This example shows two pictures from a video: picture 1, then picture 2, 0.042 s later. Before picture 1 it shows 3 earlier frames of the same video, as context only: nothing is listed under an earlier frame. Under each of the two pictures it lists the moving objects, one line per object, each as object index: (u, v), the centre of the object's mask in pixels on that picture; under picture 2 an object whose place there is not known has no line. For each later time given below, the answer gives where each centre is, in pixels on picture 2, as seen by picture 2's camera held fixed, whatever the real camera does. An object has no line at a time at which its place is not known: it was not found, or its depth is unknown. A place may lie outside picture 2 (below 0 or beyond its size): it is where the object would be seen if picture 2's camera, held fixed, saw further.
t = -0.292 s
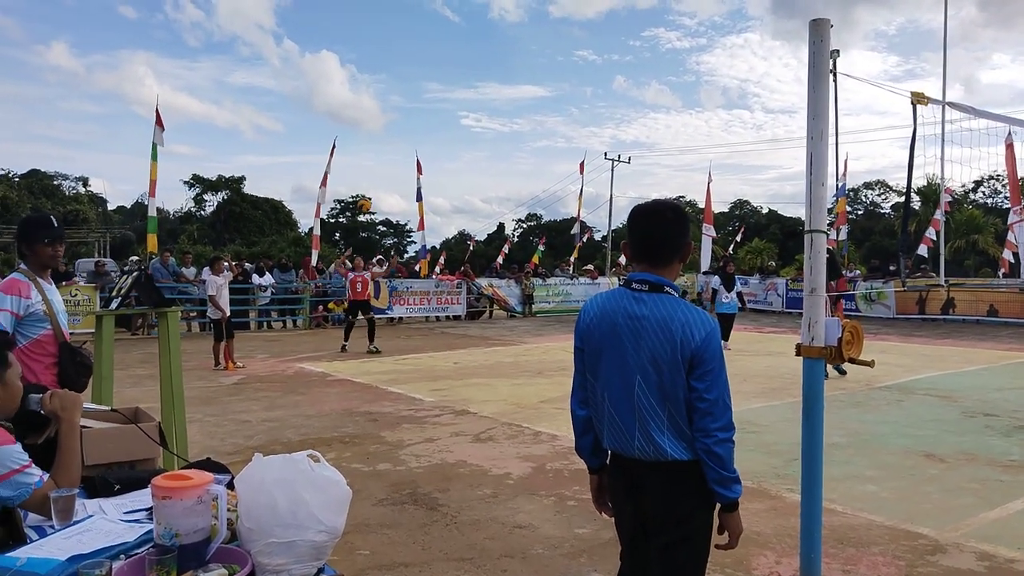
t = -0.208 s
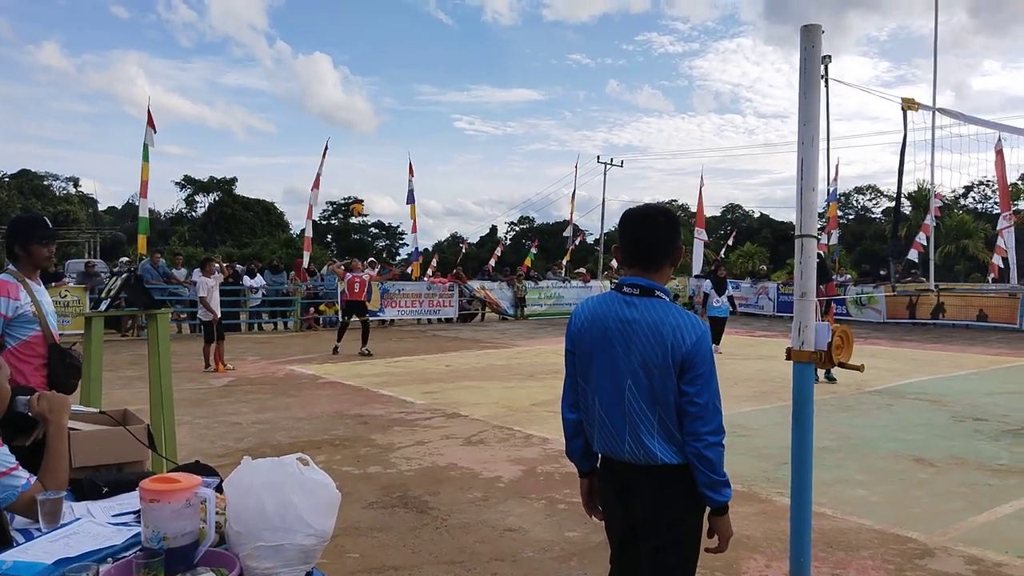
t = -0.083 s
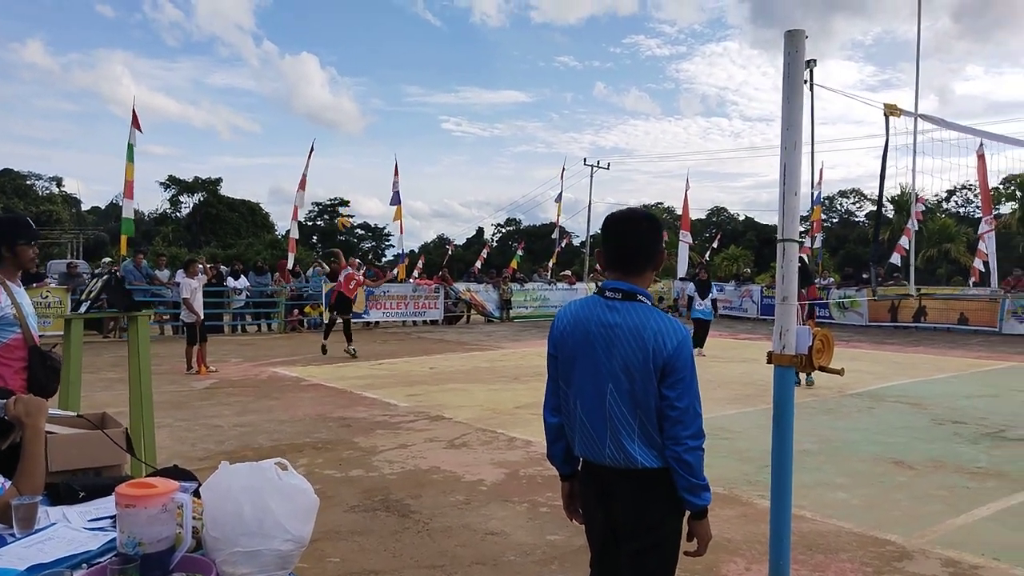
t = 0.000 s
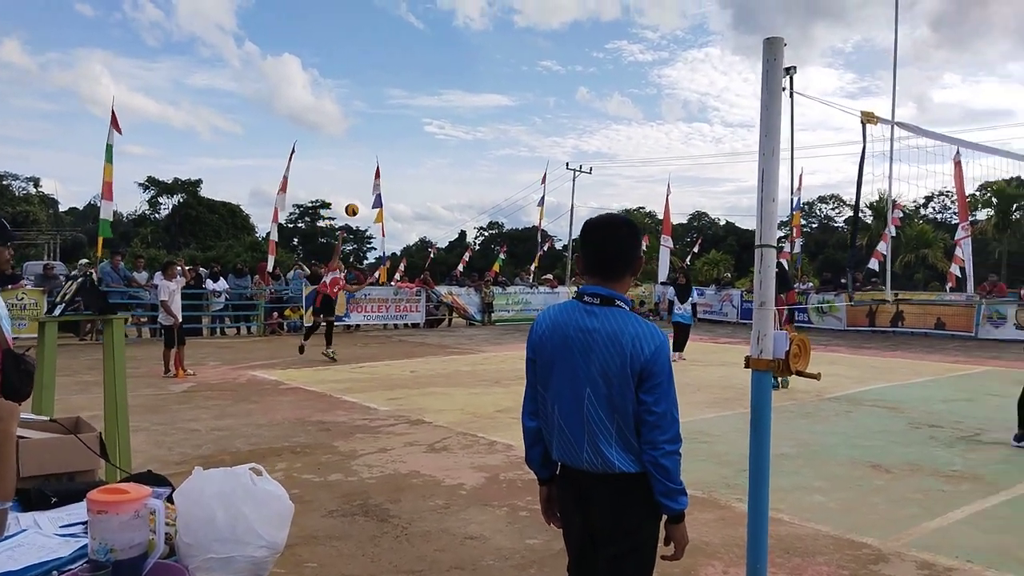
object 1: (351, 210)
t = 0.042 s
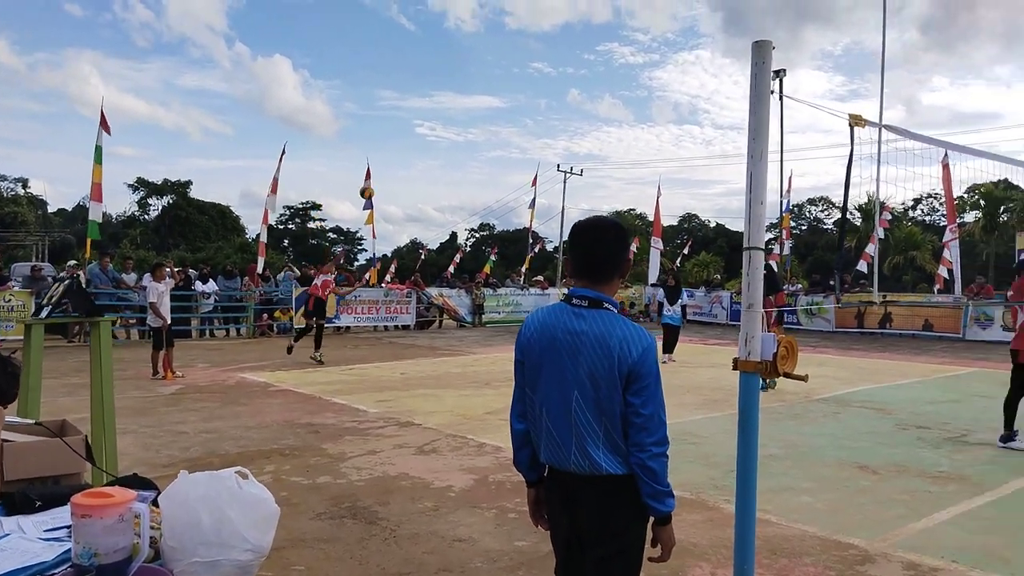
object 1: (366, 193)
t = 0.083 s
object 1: (390, 175)
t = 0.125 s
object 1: (415, 157)
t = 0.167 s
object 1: (441, 139)
